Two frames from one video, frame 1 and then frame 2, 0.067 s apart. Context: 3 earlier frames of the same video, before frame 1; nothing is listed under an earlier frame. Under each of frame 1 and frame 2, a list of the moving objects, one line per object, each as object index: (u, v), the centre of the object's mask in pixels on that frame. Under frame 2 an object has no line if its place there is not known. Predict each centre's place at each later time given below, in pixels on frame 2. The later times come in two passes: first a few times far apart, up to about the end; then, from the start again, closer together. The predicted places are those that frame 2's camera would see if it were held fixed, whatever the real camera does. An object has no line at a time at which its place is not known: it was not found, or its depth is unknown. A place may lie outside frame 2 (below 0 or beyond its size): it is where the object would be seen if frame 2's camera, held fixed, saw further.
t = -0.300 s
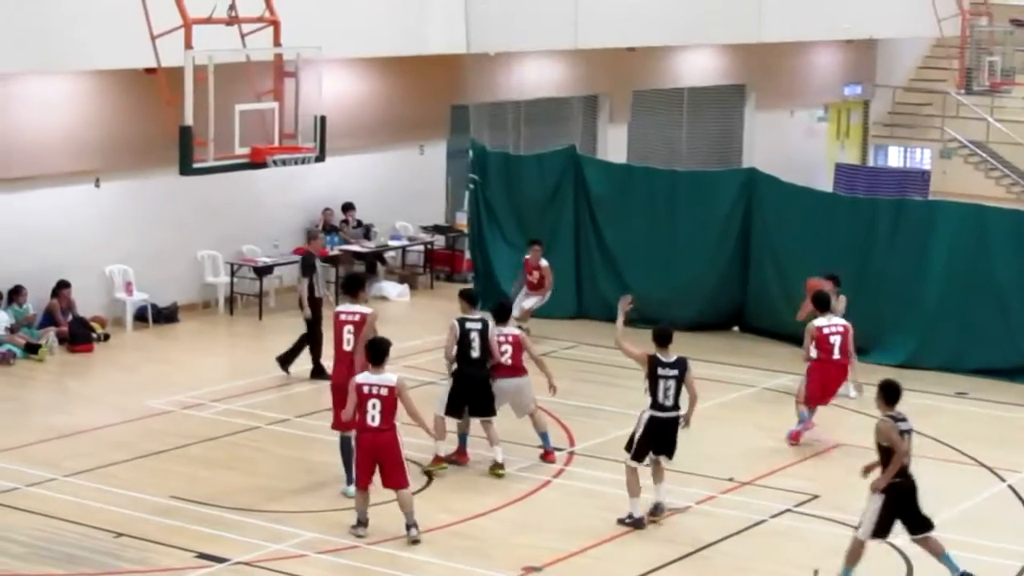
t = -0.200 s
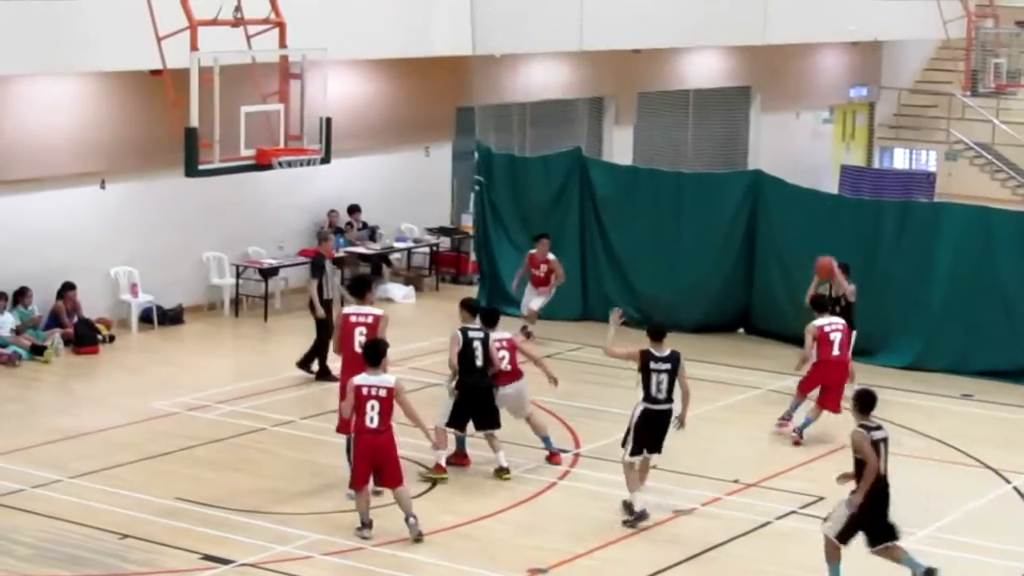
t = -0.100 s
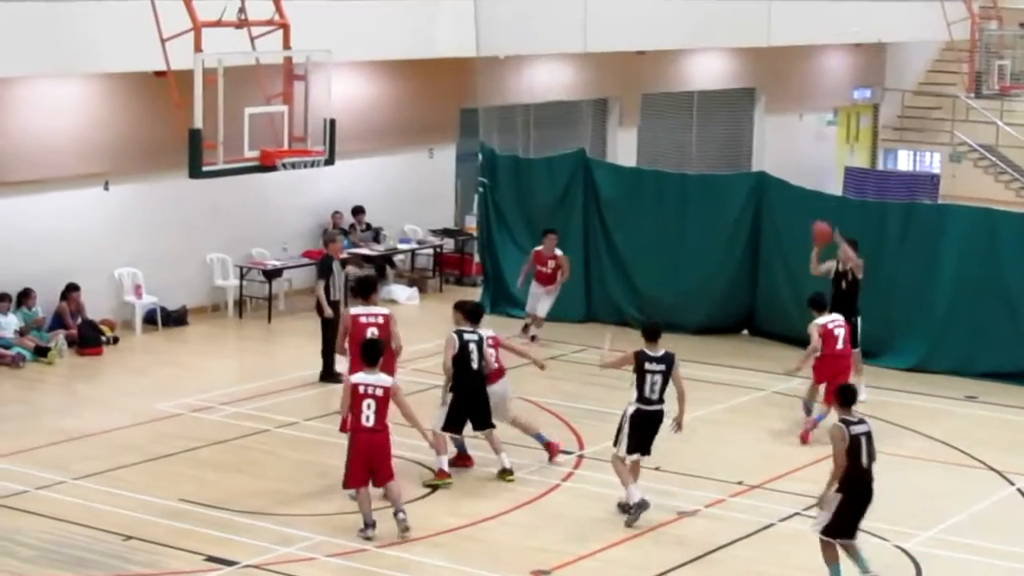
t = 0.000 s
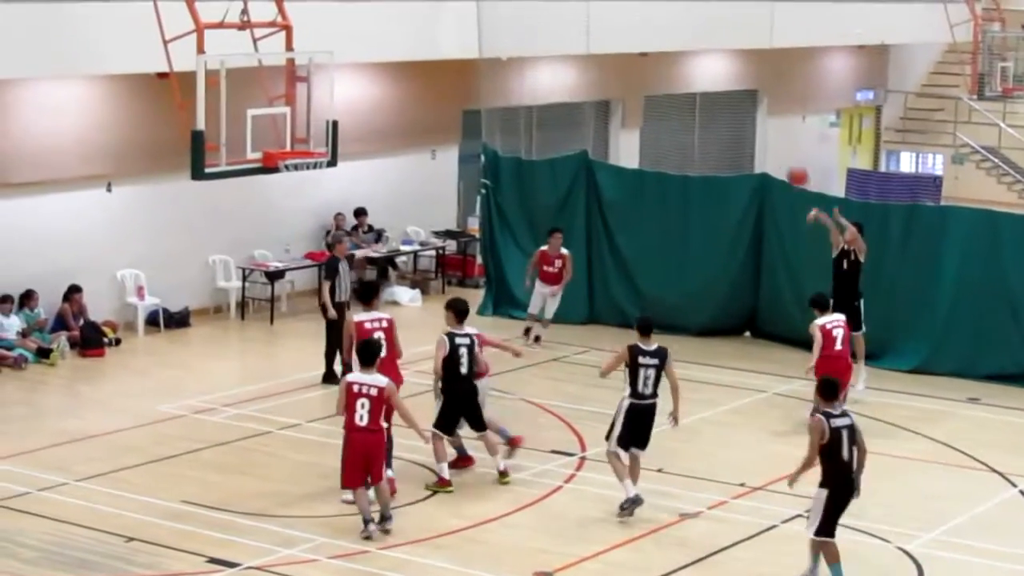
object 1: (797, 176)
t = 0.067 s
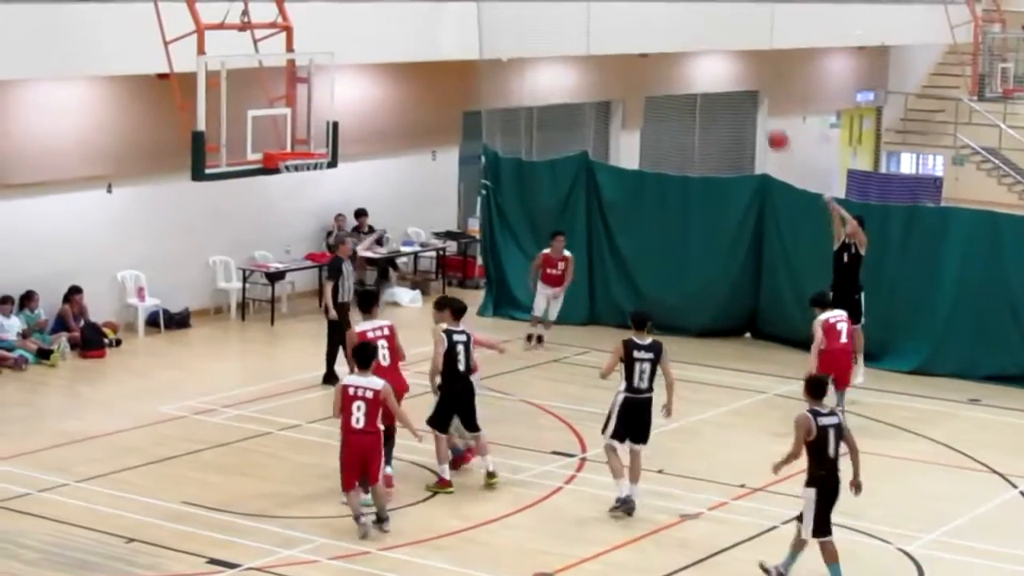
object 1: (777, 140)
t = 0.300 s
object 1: (702, 34)
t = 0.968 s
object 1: (450, -2)
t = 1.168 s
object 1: (363, 65)
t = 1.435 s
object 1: (279, 207)
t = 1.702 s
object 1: (271, 348)
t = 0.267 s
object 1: (713, 47)
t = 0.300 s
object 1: (702, 34)
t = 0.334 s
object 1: (691, 22)
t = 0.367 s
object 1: (679, 11)
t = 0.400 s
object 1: (668, 3)
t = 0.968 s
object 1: (450, -2)
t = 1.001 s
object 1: (436, 2)
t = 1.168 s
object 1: (363, 65)
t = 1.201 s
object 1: (349, 83)
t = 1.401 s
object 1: (281, 193)
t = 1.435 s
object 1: (279, 207)
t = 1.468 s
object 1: (278, 221)
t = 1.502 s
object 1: (276, 236)
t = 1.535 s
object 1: (274, 251)
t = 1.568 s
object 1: (273, 270)
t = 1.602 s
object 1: (270, 288)
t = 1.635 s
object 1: (269, 309)
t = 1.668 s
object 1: (267, 329)
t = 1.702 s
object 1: (271, 348)
